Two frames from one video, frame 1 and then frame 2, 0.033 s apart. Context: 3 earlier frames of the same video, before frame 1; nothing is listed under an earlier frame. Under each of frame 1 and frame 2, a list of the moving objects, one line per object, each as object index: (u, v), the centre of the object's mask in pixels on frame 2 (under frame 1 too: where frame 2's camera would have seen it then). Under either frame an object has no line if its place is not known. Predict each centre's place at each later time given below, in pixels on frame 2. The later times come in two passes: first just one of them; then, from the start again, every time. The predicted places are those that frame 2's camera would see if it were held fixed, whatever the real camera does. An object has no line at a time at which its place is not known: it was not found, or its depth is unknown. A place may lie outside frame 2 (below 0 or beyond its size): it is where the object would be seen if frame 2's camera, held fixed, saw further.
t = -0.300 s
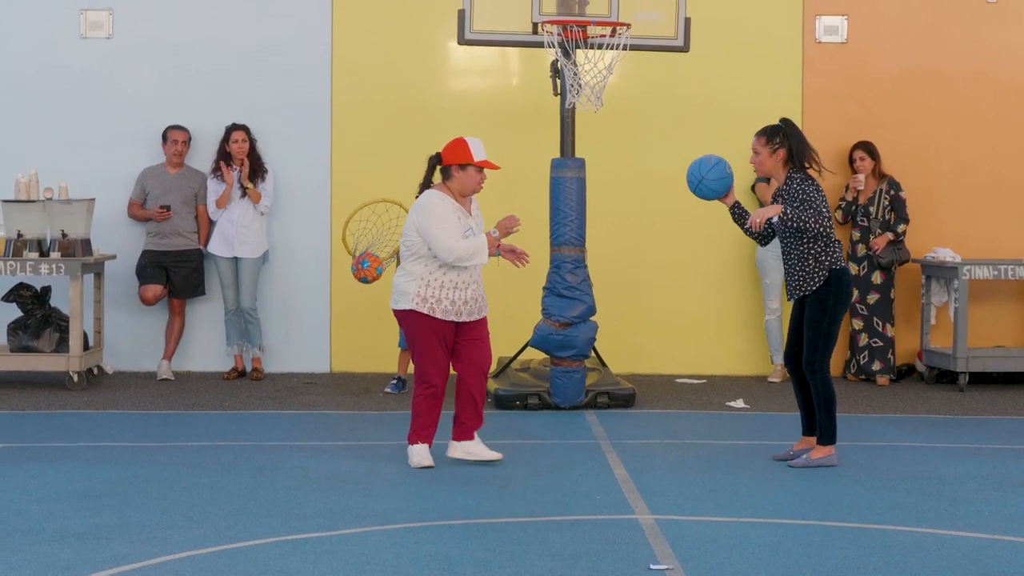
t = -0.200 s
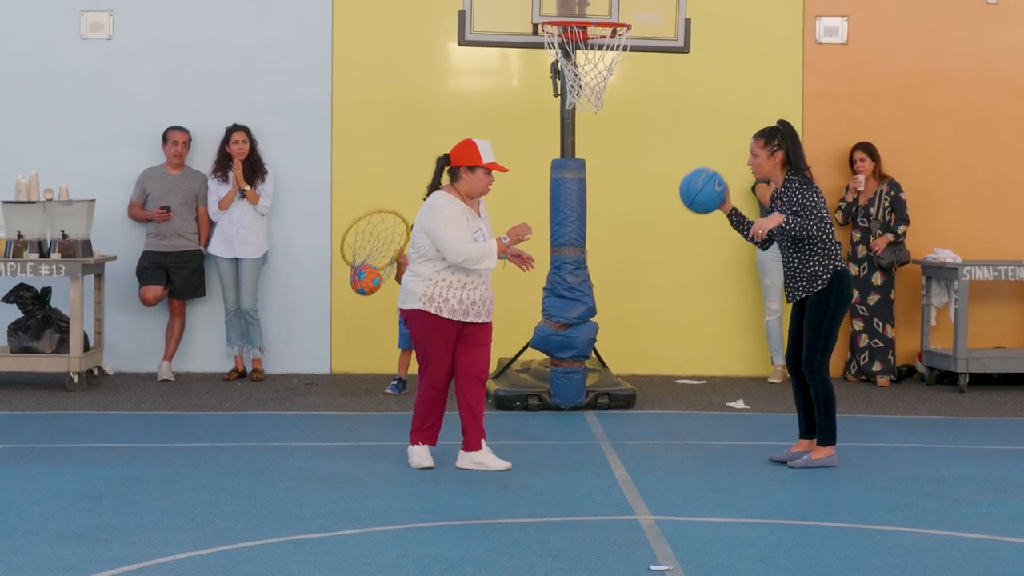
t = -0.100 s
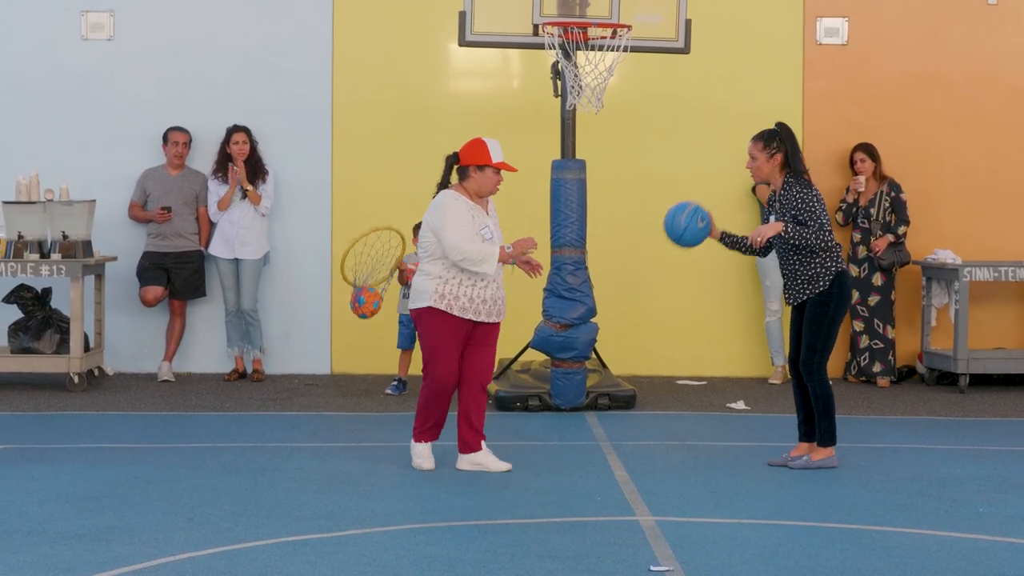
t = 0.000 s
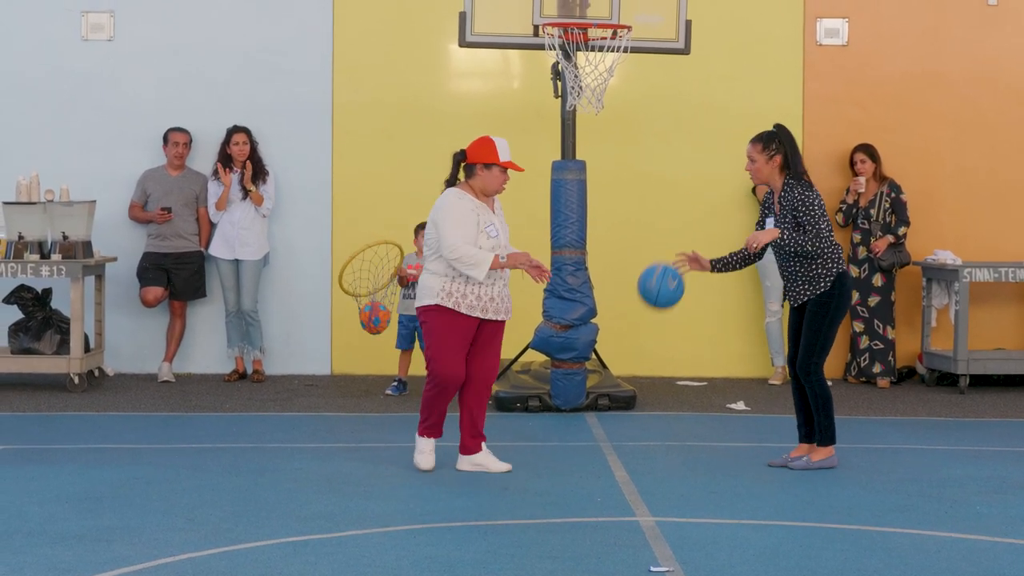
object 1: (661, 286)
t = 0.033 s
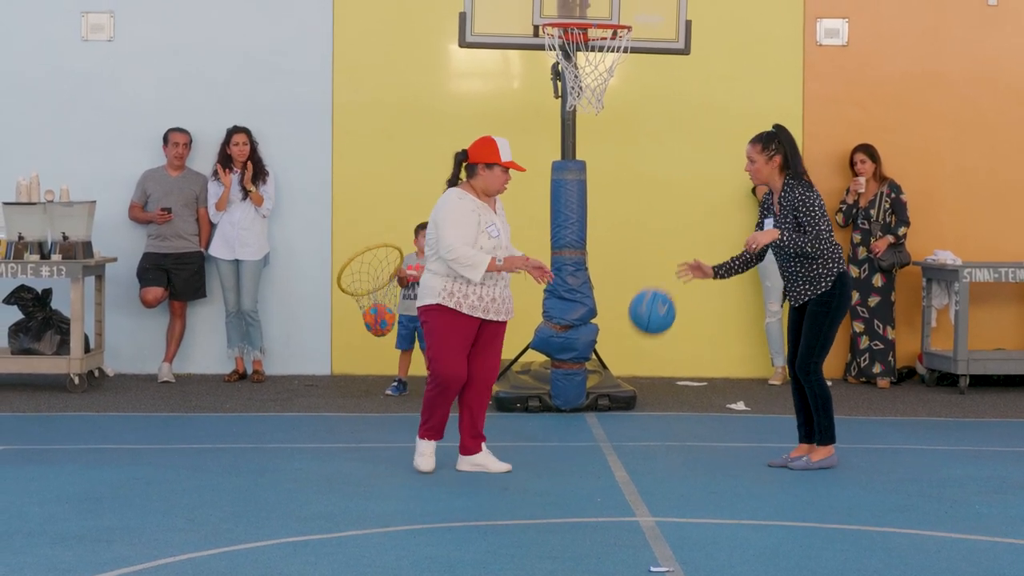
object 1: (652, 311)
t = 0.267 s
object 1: (600, 373)
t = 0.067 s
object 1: (643, 339)
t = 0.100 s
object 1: (634, 371)
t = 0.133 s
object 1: (626, 403)
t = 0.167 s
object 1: (616, 439)
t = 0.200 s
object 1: (610, 430)
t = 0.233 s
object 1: (606, 401)
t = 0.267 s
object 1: (600, 373)
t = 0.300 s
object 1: (595, 347)
